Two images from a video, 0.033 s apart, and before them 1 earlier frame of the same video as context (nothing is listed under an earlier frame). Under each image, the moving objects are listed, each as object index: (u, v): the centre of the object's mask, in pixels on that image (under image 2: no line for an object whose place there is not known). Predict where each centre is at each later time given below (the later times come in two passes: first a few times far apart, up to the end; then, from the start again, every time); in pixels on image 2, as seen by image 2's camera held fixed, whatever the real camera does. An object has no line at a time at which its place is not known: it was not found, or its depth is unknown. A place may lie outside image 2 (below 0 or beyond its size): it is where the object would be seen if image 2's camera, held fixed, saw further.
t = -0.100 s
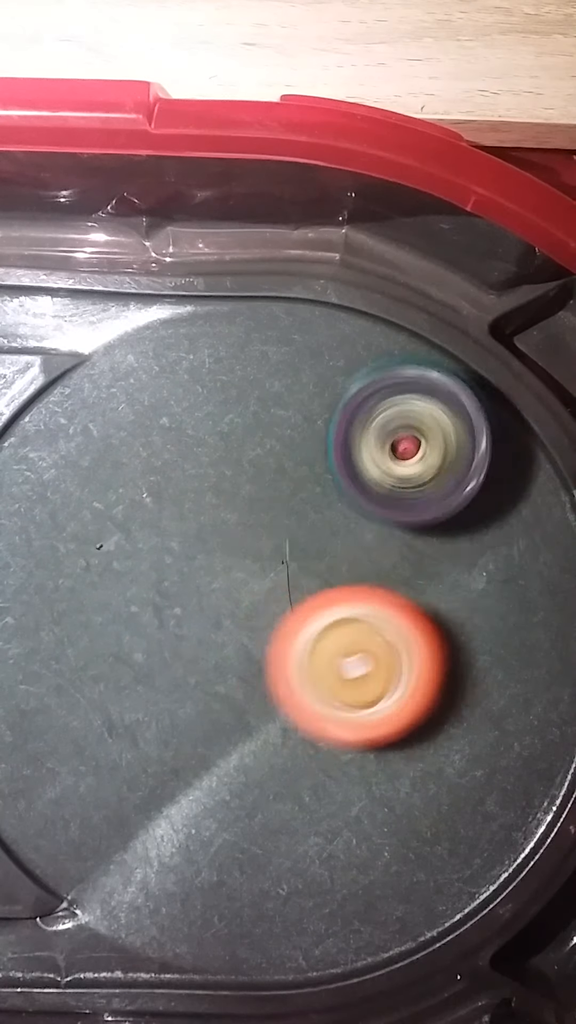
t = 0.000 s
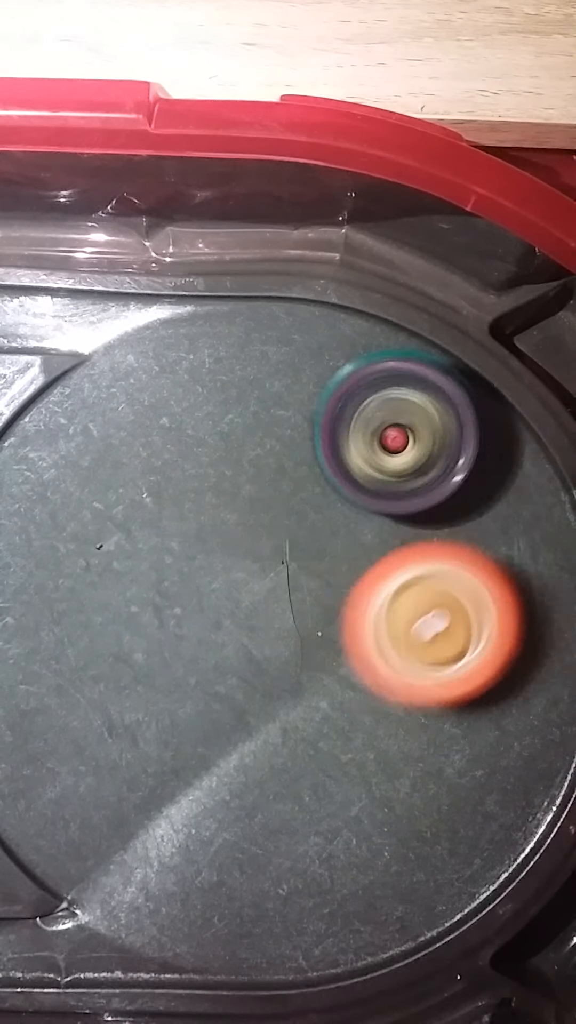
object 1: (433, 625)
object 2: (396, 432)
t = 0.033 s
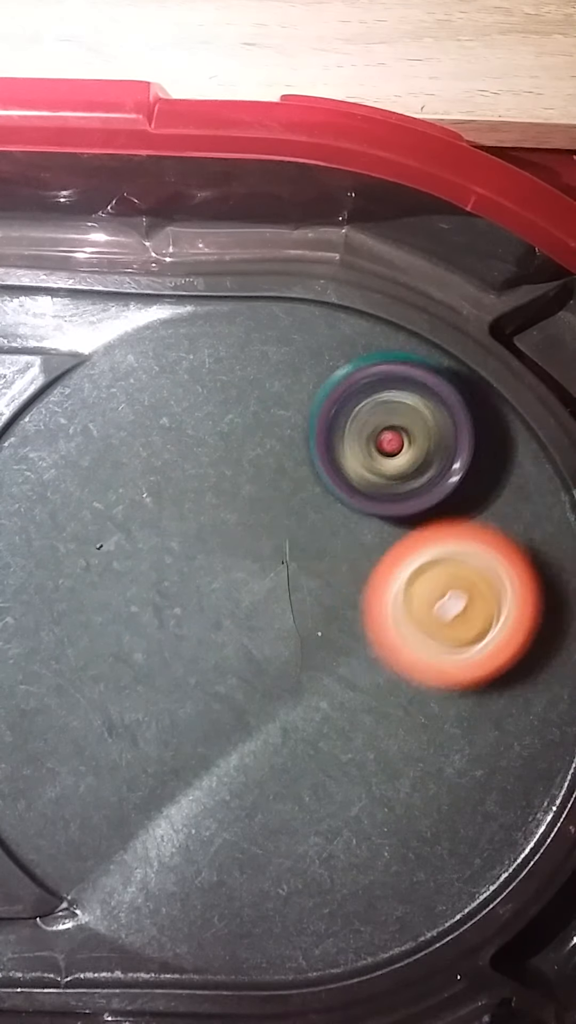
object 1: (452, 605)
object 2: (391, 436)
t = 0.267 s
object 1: (495, 552)
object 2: (280, 490)
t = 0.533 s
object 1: (362, 649)
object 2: (76, 641)
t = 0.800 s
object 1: (277, 756)
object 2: (31, 752)
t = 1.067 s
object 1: (221, 765)
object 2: (70, 829)
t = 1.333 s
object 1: (270, 686)
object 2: (142, 835)
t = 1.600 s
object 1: (289, 531)
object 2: (272, 720)
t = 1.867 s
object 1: (178, 477)
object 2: (403, 606)
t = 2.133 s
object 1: (199, 647)
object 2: (455, 558)
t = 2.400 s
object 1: (382, 766)
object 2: (407, 595)
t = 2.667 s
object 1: (499, 792)
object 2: (231, 584)
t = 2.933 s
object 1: (355, 640)
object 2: (108, 596)
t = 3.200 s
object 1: (329, 575)
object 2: (34, 656)
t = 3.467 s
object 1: (334, 542)
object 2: (73, 721)
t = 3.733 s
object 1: (311, 639)
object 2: (249, 800)
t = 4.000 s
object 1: (348, 634)
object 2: (313, 822)
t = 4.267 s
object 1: (319, 551)
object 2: (292, 715)
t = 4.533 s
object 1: (181, 475)
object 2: (262, 623)
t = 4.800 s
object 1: (81, 562)
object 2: (255, 606)
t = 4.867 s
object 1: (74, 606)
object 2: (255, 606)
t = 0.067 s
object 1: (468, 585)
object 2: (384, 440)
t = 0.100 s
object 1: (482, 574)
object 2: (373, 442)
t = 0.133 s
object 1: (493, 567)
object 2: (359, 445)
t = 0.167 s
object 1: (500, 558)
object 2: (342, 452)
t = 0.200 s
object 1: (504, 551)
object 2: (323, 462)
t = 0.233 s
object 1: (503, 549)
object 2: (303, 475)
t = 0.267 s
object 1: (495, 552)
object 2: (280, 490)
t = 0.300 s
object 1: (481, 558)
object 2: (258, 507)
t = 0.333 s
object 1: (464, 565)
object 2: (234, 525)
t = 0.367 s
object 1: (446, 575)
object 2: (210, 543)
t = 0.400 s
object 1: (428, 586)
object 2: (183, 562)
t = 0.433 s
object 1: (410, 599)
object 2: (155, 581)
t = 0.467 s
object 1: (393, 615)
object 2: (127, 601)
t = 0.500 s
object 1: (377, 632)
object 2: (100, 622)
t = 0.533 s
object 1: (362, 649)
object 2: (76, 641)
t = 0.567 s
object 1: (347, 667)
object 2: (62, 660)
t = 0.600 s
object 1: (335, 684)
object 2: (51, 678)
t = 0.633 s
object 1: (325, 700)
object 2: (42, 693)
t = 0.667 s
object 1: (316, 714)
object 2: (34, 709)
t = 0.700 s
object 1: (307, 727)
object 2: (27, 724)
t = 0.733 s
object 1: (298, 738)
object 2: (23, 738)
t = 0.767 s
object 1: (288, 748)
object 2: (24, 749)
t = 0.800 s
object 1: (277, 756)
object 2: (31, 752)
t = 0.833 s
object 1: (266, 762)
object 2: (36, 759)
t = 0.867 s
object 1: (255, 766)
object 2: (40, 767)
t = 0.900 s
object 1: (243, 768)
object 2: (45, 777)
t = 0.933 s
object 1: (230, 767)
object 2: (53, 786)
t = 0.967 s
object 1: (218, 764)
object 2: (61, 794)
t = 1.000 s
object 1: (217, 764)
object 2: (63, 807)
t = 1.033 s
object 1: (220, 764)
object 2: (66, 821)
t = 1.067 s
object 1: (221, 765)
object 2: (70, 829)
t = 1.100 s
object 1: (228, 760)
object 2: (74, 839)
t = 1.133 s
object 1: (237, 753)
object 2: (80, 846)
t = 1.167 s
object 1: (244, 744)
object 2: (88, 850)
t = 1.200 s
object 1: (250, 735)
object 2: (102, 852)
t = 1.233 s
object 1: (257, 724)
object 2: (119, 850)
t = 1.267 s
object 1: (262, 713)
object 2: (131, 846)
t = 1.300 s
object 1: (267, 700)
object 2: (139, 841)
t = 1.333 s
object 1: (270, 686)
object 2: (142, 835)
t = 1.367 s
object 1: (274, 672)
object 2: (145, 828)
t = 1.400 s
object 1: (276, 656)
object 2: (149, 818)
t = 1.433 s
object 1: (278, 640)
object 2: (163, 802)
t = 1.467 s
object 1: (279, 624)
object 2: (185, 780)
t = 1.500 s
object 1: (279, 609)
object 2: (212, 758)
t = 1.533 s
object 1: (284, 583)
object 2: (236, 743)
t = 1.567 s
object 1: (290, 556)
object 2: (257, 733)
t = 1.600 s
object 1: (289, 531)
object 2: (272, 720)
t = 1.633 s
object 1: (280, 509)
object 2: (291, 707)
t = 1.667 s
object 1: (266, 492)
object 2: (309, 694)
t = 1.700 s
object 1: (250, 479)
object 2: (326, 678)
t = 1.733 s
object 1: (235, 470)
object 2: (341, 663)
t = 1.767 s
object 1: (219, 465)
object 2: (357, 648)
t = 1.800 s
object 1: (205, 464)
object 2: (374, 633)
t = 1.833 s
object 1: (190, 468)
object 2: (389, 619)
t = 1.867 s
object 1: (178, 477)
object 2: (403, 606)
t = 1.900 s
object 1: (168, 490)
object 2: (416, 594)
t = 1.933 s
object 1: (161, 507)
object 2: (426, 583)
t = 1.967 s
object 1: (158, 526)
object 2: (436, 574)
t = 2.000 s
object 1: (158, 549)
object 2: (445, 567)
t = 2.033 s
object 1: (163, 573)
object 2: (450, 561)
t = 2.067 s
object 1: (171, 598)
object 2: (453, 558)
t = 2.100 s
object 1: (183, 623)
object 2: (455, 557)
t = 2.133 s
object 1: (199, 647)
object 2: (455, 558)
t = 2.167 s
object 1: (217, 669)
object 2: (455, 559)
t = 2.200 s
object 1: (237, 690)
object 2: (454, 563)
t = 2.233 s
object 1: (256, 711)
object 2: (452, 567)
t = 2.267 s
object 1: (275, 730)
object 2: (449, 572)
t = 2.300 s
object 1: (301, 745)
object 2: (444, 575)
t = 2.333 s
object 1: (330, 756)
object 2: (434, 580)
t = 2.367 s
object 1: (357, 763)
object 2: (422, 587)
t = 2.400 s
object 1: (382, 766)
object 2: (407, 595)
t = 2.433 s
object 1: (404, 780)
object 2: (389, 593)
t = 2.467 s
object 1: (426, 794)
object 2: (370, 589)
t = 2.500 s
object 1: (448, 805)
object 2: (352, 588)
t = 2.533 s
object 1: (468, 811)
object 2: (329, 586)
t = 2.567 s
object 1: (483, 812)
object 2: (307, 586)
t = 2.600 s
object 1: (492, 809)
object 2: (284, 587)
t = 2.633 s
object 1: (497, 802)
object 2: (258, 586)
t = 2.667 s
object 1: (499, 792)
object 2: (231, 584)
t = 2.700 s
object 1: (497, 777)
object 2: (205, 582)
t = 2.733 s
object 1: (493, 761)
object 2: (185, 580)
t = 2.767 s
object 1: (484, 741)
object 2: (168, 580)
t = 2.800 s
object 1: (468, 720)
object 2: (150, 581)
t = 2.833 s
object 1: (447, 697)
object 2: (137, 583)
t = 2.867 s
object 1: (419, 676)
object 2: (124, 586)
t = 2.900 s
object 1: (387, 657)
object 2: (116, 590)
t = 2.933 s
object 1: (355, 640)
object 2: (108, 596)
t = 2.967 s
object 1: (321, 630)
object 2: (102, 602)
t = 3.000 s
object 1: (287, 621)
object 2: (99, 608)
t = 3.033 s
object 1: (257, 613)
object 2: (96, 614)
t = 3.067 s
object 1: (262, 611)
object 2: (82, 620)
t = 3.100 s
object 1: (282, 606)
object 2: (57, 630)
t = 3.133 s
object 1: (297, 597)
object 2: (43, 638)
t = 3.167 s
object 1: (313, 586)
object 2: (37, 647)
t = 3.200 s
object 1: (329, 575)
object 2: (34, 656)
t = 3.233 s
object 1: (342, 564)
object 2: (33, 662)
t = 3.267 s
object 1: (347, 555)
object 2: (34, 669)
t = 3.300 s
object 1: (349, 545)
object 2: (36, 676)
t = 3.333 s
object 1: (351, 538)
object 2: (40, 685)
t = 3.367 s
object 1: (350, 534)
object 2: (45, 693)
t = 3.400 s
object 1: (347, 533)
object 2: (51, 702)
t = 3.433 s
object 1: (341, 536)
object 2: (60, 711)
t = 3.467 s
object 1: (334, 542)
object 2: (73, 721)
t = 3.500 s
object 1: (326, 550)
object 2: (86, 731)
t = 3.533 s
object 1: (317, 560)
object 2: (109, 742)
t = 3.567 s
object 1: (307, 571)
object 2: (133, 751)
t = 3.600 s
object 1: (303, 585)
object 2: (160, 762)
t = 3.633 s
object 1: (302, 600)
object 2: (186, 769)
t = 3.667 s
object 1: (299, 616)
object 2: (217, 777)
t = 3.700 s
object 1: (300, 632)
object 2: (236, 783)
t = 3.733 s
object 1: (311, 639)
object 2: (249, 800)
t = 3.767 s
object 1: (320, 641)
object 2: (261, 818)
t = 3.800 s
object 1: (327, 644)
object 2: (272, 825)
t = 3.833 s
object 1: (332, 645)
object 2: (284, 828)
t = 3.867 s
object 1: (335, 648)
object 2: (293, 827)
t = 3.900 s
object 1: (337, 651)
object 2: (300, 824)
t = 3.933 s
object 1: (340, 652)
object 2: (306, 821)
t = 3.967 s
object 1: (343, 645)
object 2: (310, 819)
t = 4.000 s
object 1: (348, 634)
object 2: (313, 822)
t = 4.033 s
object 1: (349, 623)
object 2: (312, 817)
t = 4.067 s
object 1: (348, 613)
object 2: (310, 809)
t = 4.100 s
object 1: (348, 603)
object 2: (309, 800)
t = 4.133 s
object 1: (344, 592)
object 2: (308, 788)
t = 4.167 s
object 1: (340, 582)
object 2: (302, 773)
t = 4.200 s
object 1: (336, 573)
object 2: (302, 751)
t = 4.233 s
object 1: (329, 563)
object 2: (298, 729)
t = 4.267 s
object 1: (319, 551)
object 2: (292, 715)
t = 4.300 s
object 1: (306, 534)
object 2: (287, 702)
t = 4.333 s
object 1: (289, 519)
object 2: (286, 684)
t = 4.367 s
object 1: (272, 505)
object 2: (285, 669)
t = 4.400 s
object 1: (255, 496)
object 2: (282, 656)
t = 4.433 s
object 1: (235, 485)
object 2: (277, 646)
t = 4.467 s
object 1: (216, 479)
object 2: (274, 638)
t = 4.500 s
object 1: (200, 475)
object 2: (269, 631)
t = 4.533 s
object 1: (181, 475)
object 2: (262, 623)
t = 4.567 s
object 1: (167, 480)
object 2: (258, 615)
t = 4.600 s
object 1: (153, 486)
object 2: (254, 611)
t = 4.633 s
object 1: (136, 493)
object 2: (252, 609)
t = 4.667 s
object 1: (122, 502)
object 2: (250, 605)
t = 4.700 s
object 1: (112, 515)
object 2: (249, 605)
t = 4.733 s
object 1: (101, 529)
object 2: (248, 605)
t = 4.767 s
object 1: (89, 544)
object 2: (252, 606)
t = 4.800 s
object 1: (81, 562)
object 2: (255, 606)
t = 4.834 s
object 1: (77, 583)
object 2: (256, 606)
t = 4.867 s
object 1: (74, 606)
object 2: (255, 606)
